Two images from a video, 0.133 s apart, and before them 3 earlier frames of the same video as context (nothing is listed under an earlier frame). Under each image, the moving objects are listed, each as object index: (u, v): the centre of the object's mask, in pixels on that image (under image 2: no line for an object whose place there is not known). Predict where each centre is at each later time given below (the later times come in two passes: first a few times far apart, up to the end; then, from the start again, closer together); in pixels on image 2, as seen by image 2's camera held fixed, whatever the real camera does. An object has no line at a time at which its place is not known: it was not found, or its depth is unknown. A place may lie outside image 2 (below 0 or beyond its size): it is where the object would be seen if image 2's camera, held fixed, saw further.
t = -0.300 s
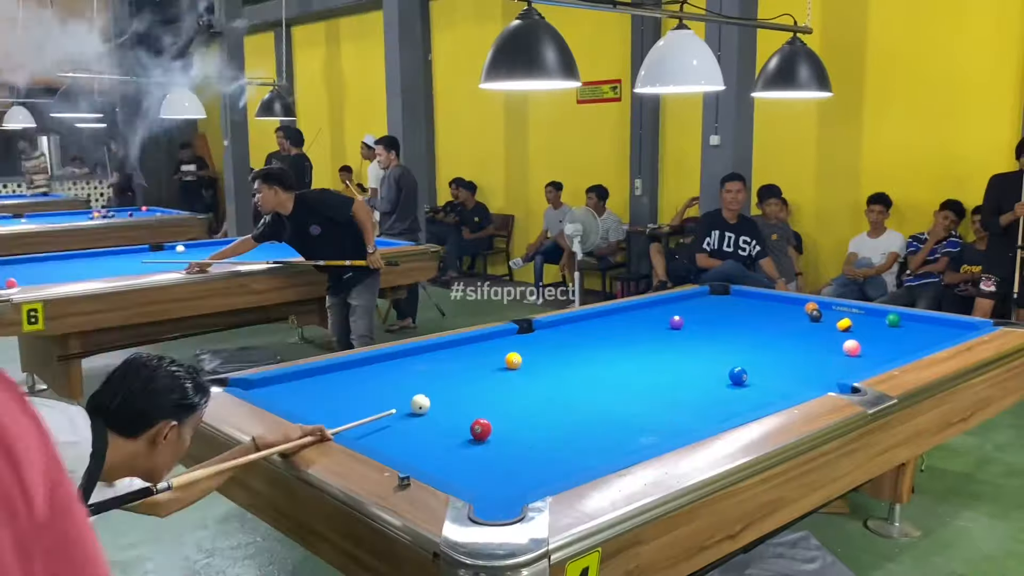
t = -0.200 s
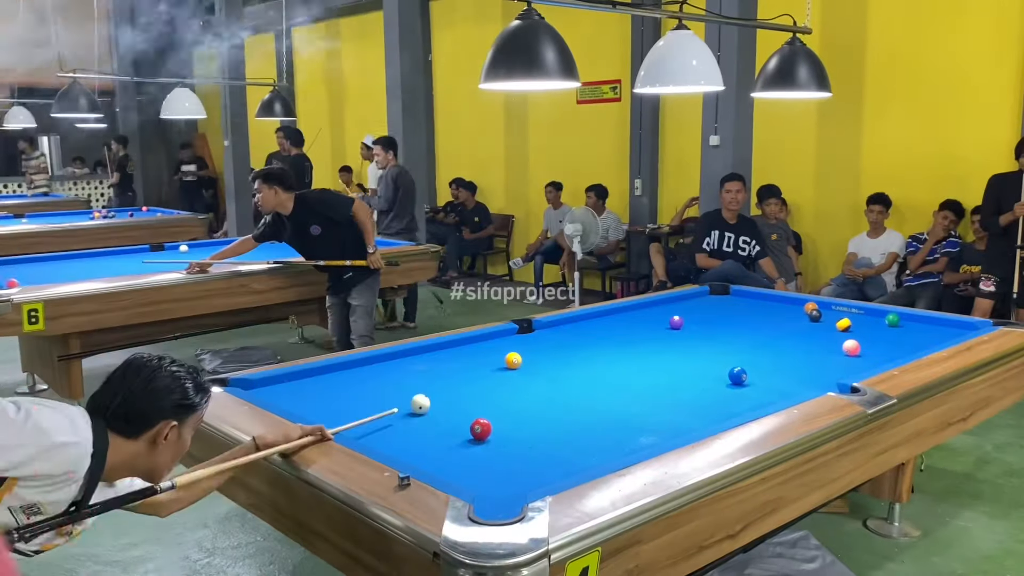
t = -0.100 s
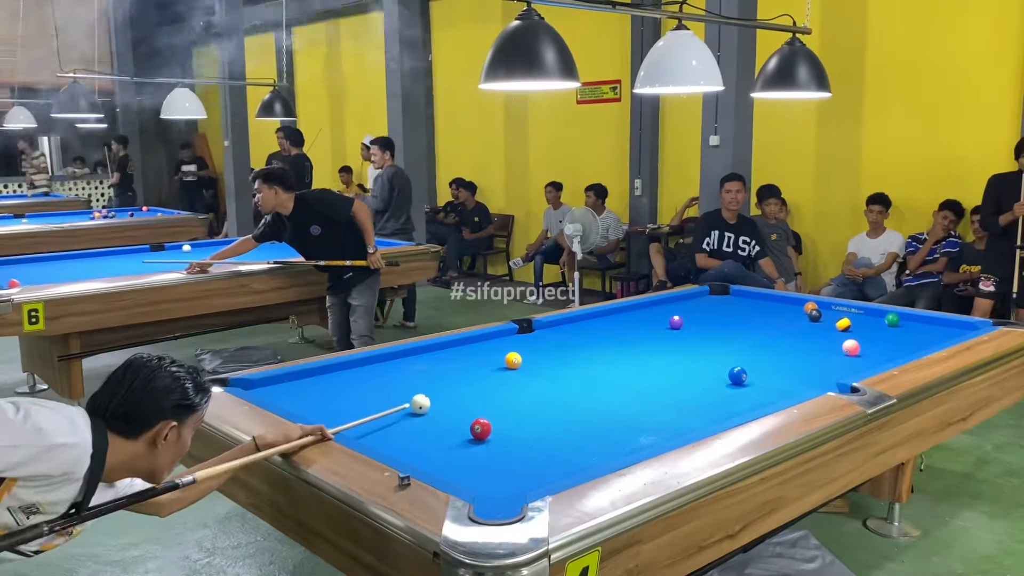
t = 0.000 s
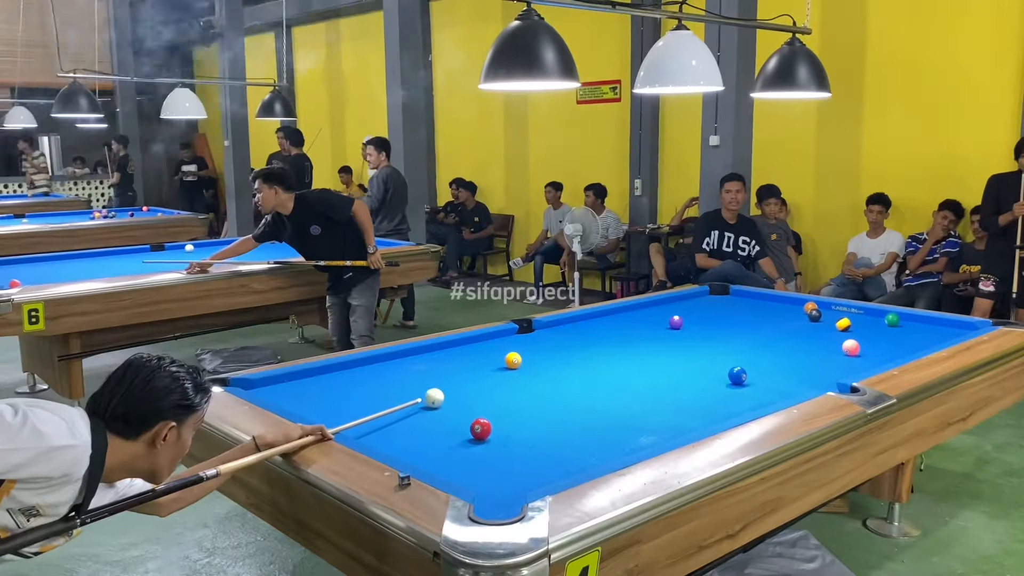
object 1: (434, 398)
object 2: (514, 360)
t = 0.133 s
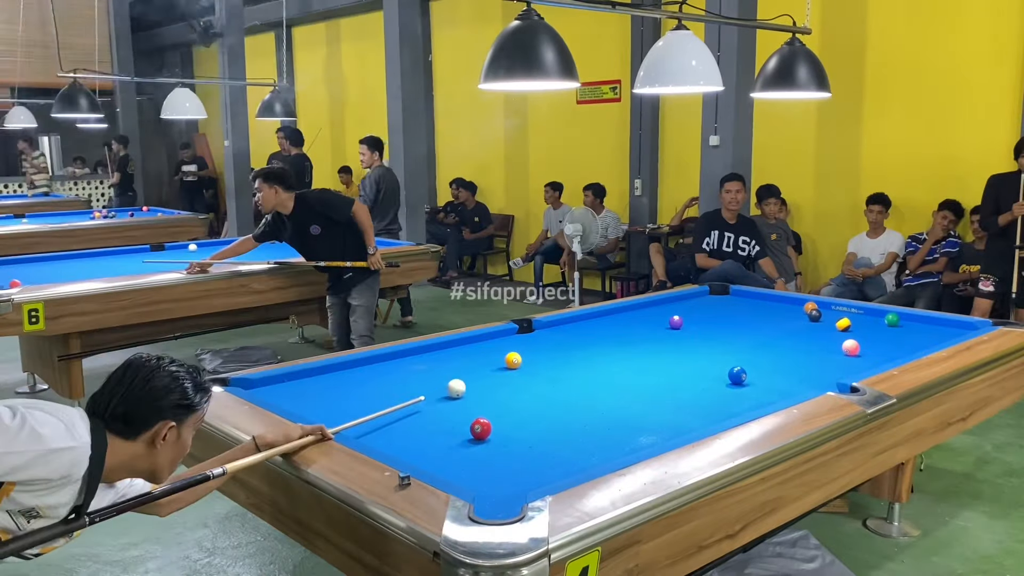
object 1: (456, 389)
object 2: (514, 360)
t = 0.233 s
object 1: (471, 382)
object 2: (514, 360)
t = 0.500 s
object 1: (507, 367)
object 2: (516, 358)
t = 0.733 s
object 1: (533, 362)
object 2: (515, 354)
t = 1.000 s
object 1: (560, 359)
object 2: (517, 346)
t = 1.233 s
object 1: (581, 357)
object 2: (518, 340)
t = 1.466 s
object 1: (600, 354)
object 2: (519, 335)
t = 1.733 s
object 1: (620, 352)
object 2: (521, 330)
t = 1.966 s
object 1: (636, 350)
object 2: (531, 330)
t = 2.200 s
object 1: (650, 348)
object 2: (540, 330)
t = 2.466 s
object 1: (665, 347)
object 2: (548, 330)
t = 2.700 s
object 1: (676, 345)
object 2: (554, 330)
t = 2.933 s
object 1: (686, 344)
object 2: (558, 330)
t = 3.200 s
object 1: (696, 343)
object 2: (561, 330)
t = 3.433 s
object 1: (703, 342)
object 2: (562, 330)
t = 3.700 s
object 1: (710, 342)
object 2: (562, 330)
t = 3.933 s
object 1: (715, 342)
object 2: (562, 330)
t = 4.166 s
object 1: (717, 341)
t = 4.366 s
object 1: (722, 339)
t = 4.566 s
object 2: (559, 330)
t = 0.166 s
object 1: (461, 386)
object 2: (514, 360)
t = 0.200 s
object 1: (467, 384)
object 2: (514, 360)
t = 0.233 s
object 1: (471, 382)
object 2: (514, 360)
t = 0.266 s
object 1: (476, 380)
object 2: (514, 360)
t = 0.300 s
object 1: (481, 378)
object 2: (514, 360)
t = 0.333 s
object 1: (486, 376)
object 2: (514, 360)
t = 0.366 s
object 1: (490, 374)
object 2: (514, 360)
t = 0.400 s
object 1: (495, 372)
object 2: (514, 360)
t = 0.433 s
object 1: (499, 370)
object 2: (514, 360)
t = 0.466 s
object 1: (503, 369)
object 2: (515, 359)
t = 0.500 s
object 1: (507, 367)
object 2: (516, 358)
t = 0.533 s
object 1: (511, 365)
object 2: (515, 356)
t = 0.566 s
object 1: (515, 365)
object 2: (514, 355)
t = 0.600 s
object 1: (519, 365)
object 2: (513, 356)
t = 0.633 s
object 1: (523, 364)
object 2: (514, 355)
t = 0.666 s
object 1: (526, 364)
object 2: (514, 355)
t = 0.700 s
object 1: (529, 363)
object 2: (515, 354)
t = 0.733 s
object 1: (533, 362)
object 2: (515, 354)
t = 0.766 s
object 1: (536, 362)
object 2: (515, 353)
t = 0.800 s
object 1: (540, 362)
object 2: (516, 352)
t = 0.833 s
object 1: (543, 362)
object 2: (516, 351)
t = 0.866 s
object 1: (547, 361)
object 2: (516, 350)
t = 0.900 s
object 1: (550, 361)
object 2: (516, 349)
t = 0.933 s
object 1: (553, 360)
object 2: (516, 348)
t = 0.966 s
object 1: (556, 360)
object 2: (517, 347)
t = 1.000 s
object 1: (560, 359)
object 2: (517, 346)
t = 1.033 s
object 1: (563, 359)
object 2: (517, 345)
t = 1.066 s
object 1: (566, 359)
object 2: (517, 344)
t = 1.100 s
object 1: (569, 358)
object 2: (518, 344)
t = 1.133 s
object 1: (572, 358)
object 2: (518, 343)
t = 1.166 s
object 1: (575, 358)
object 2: (518, 342)
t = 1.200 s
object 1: (578, 357)
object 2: (518, 341)
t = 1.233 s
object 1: (581, 357)
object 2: (518, 340)
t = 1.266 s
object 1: (583, 357)
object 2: (519, 340)
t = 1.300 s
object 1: (586, 356)
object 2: (519, 339)
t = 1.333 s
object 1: (589, 356)
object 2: (519, 338)
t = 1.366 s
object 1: (592, 355)
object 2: (519, 337)
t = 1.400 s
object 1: (595, 355)
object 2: (519, 337)
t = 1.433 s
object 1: (597, 355)
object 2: (519, 336)
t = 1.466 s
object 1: (600, 354)
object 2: (519, 335)
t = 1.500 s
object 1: (603, 354)
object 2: (520, 334)
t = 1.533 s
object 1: (605, 354)
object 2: (520, 334)
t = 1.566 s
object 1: (608, 354)
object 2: (520, 333)
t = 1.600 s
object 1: (610, 353)
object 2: (520, 332)
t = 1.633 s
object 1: (613, 353)
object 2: (520, 332)
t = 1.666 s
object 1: (615, 353)
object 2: (520, 331)
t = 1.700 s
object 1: (617, 352)
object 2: (520, 330)
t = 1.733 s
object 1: (620, 352)
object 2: (521, 330)
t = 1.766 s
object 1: (622, 352)
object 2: (522, 330)
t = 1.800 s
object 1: (625, 352)
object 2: (524, 330)
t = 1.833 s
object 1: (627, 351)
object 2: (525, 330)
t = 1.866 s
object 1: (629, 351)
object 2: (527, 330)
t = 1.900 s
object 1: (631, 351)
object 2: (528, 330)
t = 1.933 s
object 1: (633, 351)
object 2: (530, 330)
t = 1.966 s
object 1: (636, 350)
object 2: (531, 330)
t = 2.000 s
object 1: (638, 350)
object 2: (532, 330)
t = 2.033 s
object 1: (640, 349)
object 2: (534, 330)
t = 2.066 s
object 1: (642, 349)
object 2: (535, 330)
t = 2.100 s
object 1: (644, 349)
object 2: (536, 330)
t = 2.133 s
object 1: (646, 349)
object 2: (537, 330)
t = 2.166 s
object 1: (648, 349)
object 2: (538, 330)
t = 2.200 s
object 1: (650, 348)
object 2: (540, 330)
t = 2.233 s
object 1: (652, 348)
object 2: (541, 330)
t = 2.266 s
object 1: (654, 348)
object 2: (542, 330)
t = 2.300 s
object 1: (656, 348)
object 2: (543, 330)
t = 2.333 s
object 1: (657, 347)
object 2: (544, 330)
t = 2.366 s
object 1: (659, 347)
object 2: (545, 330)
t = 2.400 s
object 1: (661, 347)
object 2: (546, 330)
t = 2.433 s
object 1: (663, 347)
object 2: (547, 330)
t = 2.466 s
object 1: (665, 347)
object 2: (548, 330)
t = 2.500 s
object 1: (667, 347)
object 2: (549, 330)
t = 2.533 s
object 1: (668, 346)
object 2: (550, 330)
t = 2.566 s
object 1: (670, 346)
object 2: (550, 330)
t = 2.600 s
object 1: (672, 346)
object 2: (551, 330)
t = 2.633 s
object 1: (673, 346)
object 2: (552, 330)
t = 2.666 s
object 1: (675, 346)
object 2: (553, 330)
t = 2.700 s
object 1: (676, 345)
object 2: (554, 330)
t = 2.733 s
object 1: (678, 345)
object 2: (554, 330)
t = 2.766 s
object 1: (679, 345)
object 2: (555, 330)
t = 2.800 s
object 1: (681, 345)
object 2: (556, 330)
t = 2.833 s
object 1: (682, 345)
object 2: (556, 330)
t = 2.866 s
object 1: (683, 345)
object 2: (557, 330)
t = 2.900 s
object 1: (685, 344)
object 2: (558, 330)
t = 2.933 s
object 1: (686, 344)
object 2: (558, 330)
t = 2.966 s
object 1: (688, 344)
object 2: (559, 330)
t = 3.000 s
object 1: (689, 344)
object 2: (559, 330)
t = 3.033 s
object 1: (690, 344)
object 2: (559, 330)
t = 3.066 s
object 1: (691, 344)
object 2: (560, 330)
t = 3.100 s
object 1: (693, 344)
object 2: (560, 330)
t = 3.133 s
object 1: (694, 343)
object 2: (560, 330)
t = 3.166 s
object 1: (695, 343)
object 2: (561, 330)
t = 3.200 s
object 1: (696, 343)
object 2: (561, 330)
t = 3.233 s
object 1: (698, 343)
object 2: (561, 330)
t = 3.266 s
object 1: (698, 343)
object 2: (561, 330)
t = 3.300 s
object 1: (700, 343)
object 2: (562, 331)
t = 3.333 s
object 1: (700, 343)
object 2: (562, 330)
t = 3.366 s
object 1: (701, 343)
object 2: (562, 330)
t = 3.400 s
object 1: (702, 342)
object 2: (562, 330)
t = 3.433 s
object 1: (703, 342)
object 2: (562, 330)
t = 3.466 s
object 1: (704, 342)
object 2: (562, 330)
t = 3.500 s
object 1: (705, 342)
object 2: (562, 330)
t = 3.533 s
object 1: (706, 342)
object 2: (562, 330)
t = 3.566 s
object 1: (707, 342)
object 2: (562, 330)
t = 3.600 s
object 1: (708, 342)
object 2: (562, 330)
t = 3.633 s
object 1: (708, 342)
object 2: (562, 330)
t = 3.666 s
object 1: (709, 342)
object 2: (563, 330)
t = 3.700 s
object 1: (710, 342)
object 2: (562, 330)
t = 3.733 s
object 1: (711, 342)
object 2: (562, 331)
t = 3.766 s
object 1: (711, 341)
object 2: (562, 330)
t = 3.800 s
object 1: (712, 342)
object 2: (562, 330)
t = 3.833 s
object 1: (712, 341)
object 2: (562, 330)
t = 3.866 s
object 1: (713, 342)
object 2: (562, 330)
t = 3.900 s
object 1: (713, 341)
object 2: (562, 330)
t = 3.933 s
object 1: (715, 342)
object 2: (562, 330)
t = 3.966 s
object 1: (713, 339)
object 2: (562, 331)
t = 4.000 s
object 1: (715, 341)
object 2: (562, 331)
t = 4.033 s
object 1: (715, 341)
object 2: (562, 331)
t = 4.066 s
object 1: (716, 341)
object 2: (563, 331)
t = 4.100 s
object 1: (716, 341)
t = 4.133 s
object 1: (716, 341)
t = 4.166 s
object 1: (717, 341)
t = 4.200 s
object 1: (717, 341)
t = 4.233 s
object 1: (717, 341)
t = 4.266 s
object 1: (717, 341)
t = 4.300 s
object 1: (717, 341)
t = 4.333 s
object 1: (717, 341)
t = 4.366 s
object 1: (722, 339)
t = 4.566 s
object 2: (559, 330)
